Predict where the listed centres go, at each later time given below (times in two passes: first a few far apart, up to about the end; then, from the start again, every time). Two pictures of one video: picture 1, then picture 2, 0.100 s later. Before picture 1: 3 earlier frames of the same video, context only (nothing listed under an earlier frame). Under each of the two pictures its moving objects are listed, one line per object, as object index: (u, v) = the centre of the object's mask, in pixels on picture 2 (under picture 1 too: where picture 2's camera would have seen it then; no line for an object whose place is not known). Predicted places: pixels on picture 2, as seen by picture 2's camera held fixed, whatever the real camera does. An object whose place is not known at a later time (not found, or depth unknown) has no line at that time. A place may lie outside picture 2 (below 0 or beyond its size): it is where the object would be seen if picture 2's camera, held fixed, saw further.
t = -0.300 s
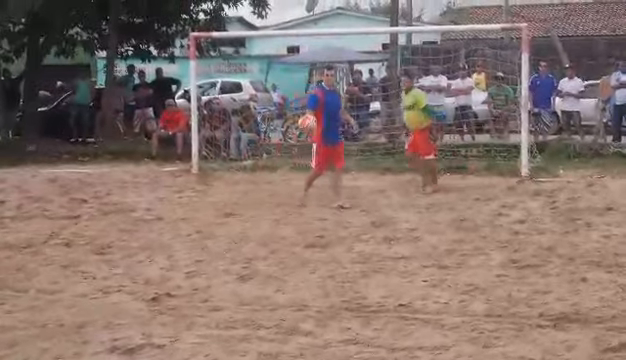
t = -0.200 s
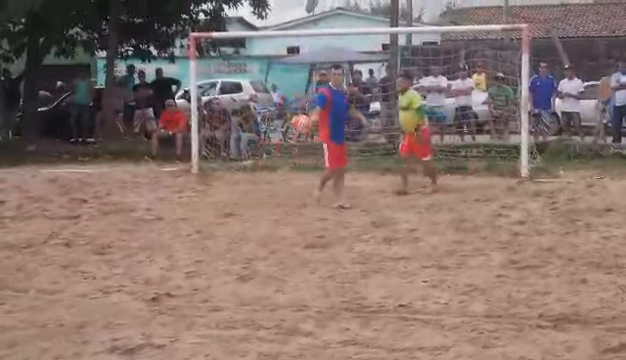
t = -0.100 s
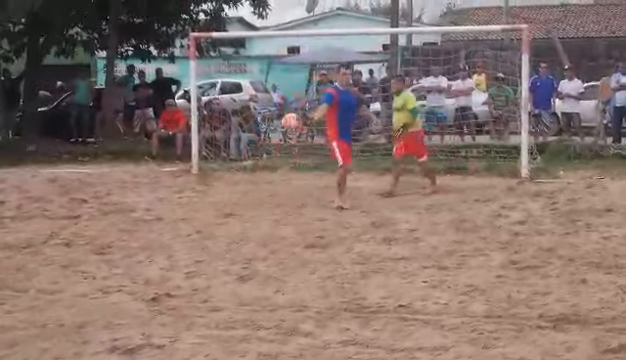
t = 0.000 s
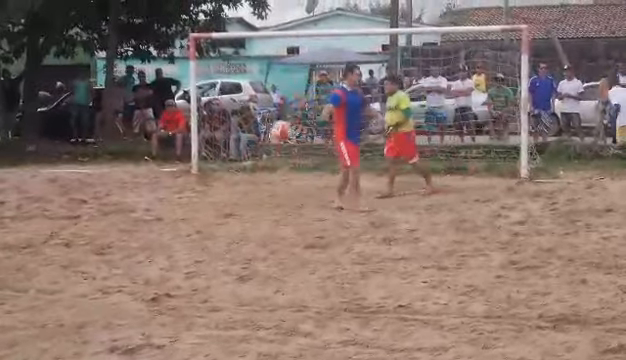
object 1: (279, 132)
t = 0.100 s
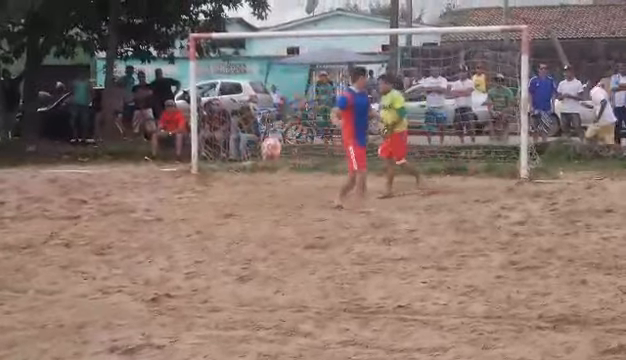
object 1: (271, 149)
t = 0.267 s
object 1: (253, 198)
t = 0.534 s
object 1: (233, 180)
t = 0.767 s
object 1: (218, 176)
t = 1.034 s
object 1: (202, 244)
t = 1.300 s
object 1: (179, 226)
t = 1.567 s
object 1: (154, 252)
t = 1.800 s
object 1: (136, 265)
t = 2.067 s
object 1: (112, 281)
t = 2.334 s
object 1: (85, 293)
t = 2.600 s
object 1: (59, 305)
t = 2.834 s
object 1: (40, 313)
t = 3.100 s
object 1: (26, 325)
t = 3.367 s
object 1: (17, 334)
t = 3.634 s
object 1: (8, 343)
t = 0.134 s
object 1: (267, 157)
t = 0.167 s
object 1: (263, 165)
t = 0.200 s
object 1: (260, 175)
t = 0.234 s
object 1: (257, 185)
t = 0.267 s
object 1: (253, 198)
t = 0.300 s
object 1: (249, 212)
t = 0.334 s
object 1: (246, 223)
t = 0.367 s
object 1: (244, 214)
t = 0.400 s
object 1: (243, 205)
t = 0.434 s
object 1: (241, 196)
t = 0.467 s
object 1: (239, 189)
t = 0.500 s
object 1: (236, 185)
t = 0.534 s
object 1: (233, 180)
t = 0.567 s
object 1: (231, 176)
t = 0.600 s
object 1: (229, 174)
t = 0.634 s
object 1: (227, 171)
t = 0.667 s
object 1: (225, 172)
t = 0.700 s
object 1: (222, 172)
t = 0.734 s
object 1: (220, 174)
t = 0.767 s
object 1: (218, 176)
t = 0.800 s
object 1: (216, 180)
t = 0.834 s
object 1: (214, 186)
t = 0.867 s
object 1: (211, 191)
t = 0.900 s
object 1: (210, 200)
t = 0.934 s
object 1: (209, 206)
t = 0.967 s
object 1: (207, 219)
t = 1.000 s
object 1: (200, 230)
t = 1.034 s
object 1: (202, 244)
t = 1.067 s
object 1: (198, 239)
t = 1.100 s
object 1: (196, 233)
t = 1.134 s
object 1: (192, 230)
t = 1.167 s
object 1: (190, 226)
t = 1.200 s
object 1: (187, 224)
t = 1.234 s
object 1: (185, 224)
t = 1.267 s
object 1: (181, 225)
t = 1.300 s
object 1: (179, 226)
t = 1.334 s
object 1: (175, 229)
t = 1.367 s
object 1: (172, 233)
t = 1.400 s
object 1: (169, 239)
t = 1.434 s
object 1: (167, 245)
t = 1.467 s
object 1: (164, 254)
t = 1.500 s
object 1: (161, 259)
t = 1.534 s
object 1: (159, 254)
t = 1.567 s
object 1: (154, 252)
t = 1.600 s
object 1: (152, 250)
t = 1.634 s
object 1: (150, 249)
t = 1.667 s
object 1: (148, 249)
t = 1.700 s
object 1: (143, 251)
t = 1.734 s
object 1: (141, 254)
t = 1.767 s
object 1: (139, 259)
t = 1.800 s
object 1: (136, 265)
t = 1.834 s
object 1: (133, 272)
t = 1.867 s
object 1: (131, 271)
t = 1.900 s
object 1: (129, 270)
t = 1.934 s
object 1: (127, 271)
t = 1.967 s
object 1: (122, 273)
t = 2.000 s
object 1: (117, 279)
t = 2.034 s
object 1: (116, 281)
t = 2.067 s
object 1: (112, 281)
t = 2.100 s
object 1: (108, 281)
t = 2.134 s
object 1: (106, 284)
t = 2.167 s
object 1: (103, 286)
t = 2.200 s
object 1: (99, 288)
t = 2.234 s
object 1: (95, 289)
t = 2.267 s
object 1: (93, 289)
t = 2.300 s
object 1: (90, 291)
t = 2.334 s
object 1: (85, 293)
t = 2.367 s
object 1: (83, 294)
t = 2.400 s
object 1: (81, 297)
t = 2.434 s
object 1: (76, 300)
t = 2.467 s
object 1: (74, 301)
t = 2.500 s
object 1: (71, 301)
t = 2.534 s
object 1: (66, 302)
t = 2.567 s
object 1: (63, 303)
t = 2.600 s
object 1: (59, 305)
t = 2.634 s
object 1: (57, 306)
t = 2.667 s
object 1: (53, 307)
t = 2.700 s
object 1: (48, 309)
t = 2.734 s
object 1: (47, 311)
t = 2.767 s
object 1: (44, 312)
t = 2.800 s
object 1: (42, 313)
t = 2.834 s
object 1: (40, 313)
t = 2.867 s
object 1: (37, 317)
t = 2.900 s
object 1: (35, 319)
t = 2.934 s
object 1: (33, 321)
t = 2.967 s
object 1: (33, 321)
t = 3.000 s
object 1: (31, 322)
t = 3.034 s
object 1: (30, 322)
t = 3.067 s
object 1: (28, 324)
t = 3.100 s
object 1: (26, 325)
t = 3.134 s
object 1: (25, 326)
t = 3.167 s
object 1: (22, 327)
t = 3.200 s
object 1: (21, 327)
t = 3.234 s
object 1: (20, 328)
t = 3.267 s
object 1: (21, 330)
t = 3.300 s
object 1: (19, 332)
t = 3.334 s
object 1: (18, 333)
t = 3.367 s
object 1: (17, 334)
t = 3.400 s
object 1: (16, 335)
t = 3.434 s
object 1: (16, 335)
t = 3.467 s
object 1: (16, 336)
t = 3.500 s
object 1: (14, 338)
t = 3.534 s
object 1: (14, 340)
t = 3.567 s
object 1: (11, 341)
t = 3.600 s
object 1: (9, 342)
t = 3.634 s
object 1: (8, 343)
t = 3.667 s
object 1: (6, 344)
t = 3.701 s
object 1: (3, 346)
